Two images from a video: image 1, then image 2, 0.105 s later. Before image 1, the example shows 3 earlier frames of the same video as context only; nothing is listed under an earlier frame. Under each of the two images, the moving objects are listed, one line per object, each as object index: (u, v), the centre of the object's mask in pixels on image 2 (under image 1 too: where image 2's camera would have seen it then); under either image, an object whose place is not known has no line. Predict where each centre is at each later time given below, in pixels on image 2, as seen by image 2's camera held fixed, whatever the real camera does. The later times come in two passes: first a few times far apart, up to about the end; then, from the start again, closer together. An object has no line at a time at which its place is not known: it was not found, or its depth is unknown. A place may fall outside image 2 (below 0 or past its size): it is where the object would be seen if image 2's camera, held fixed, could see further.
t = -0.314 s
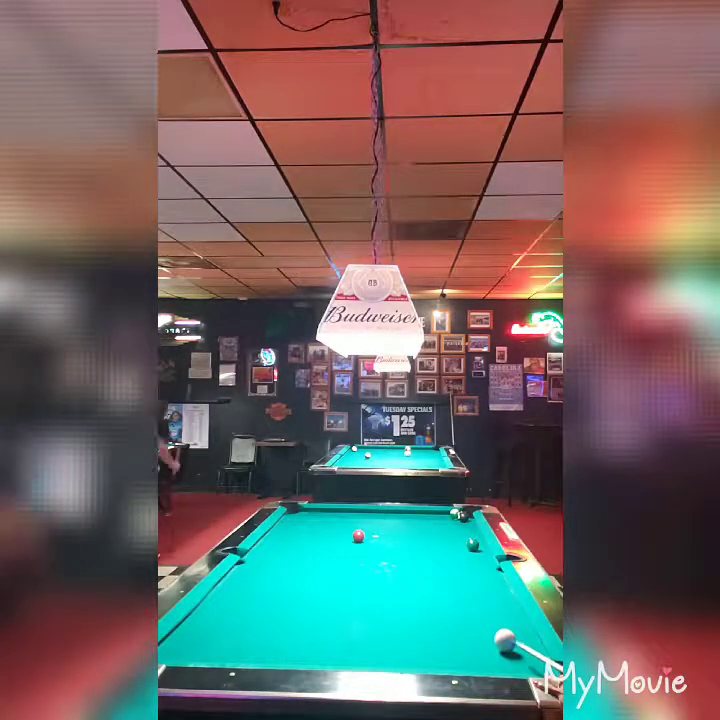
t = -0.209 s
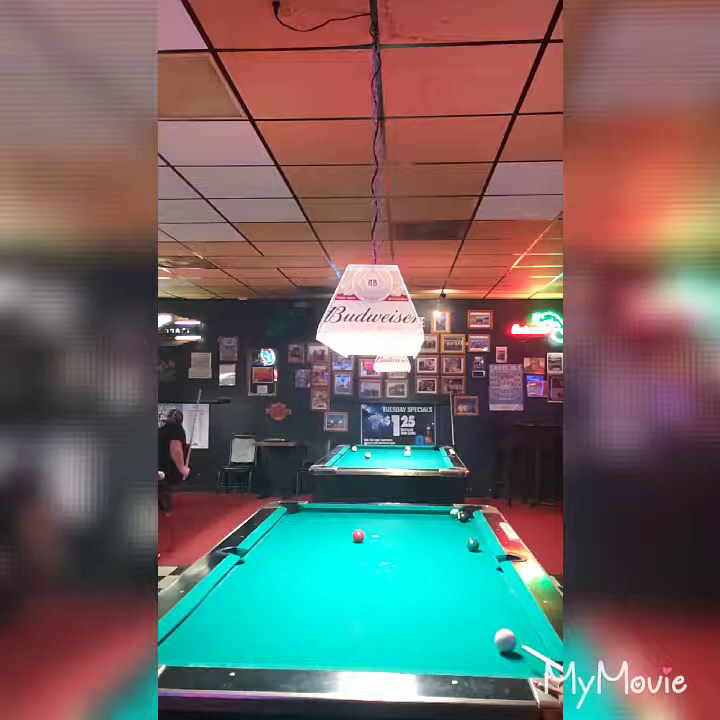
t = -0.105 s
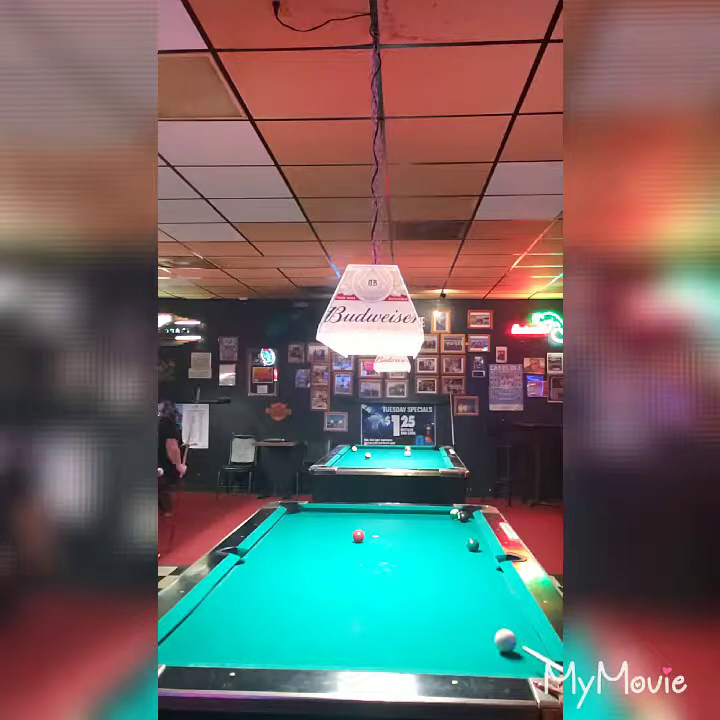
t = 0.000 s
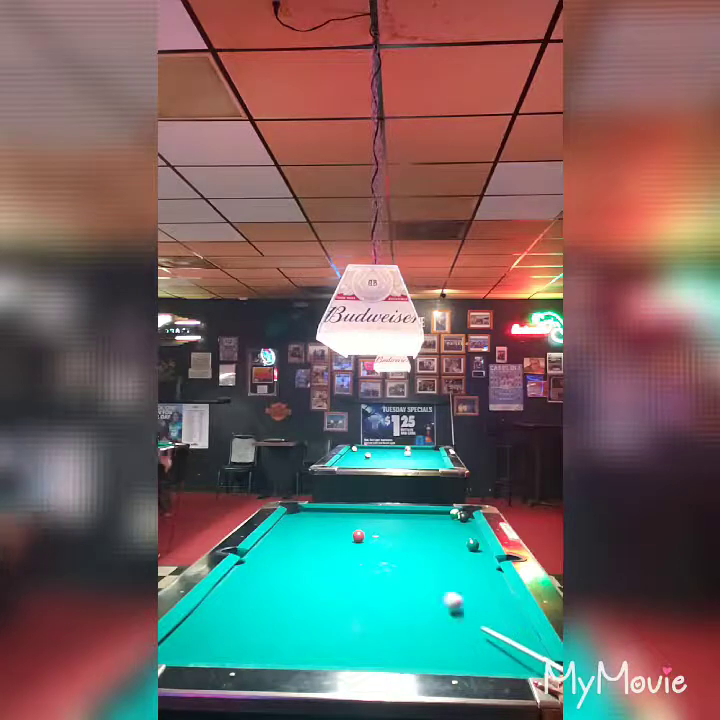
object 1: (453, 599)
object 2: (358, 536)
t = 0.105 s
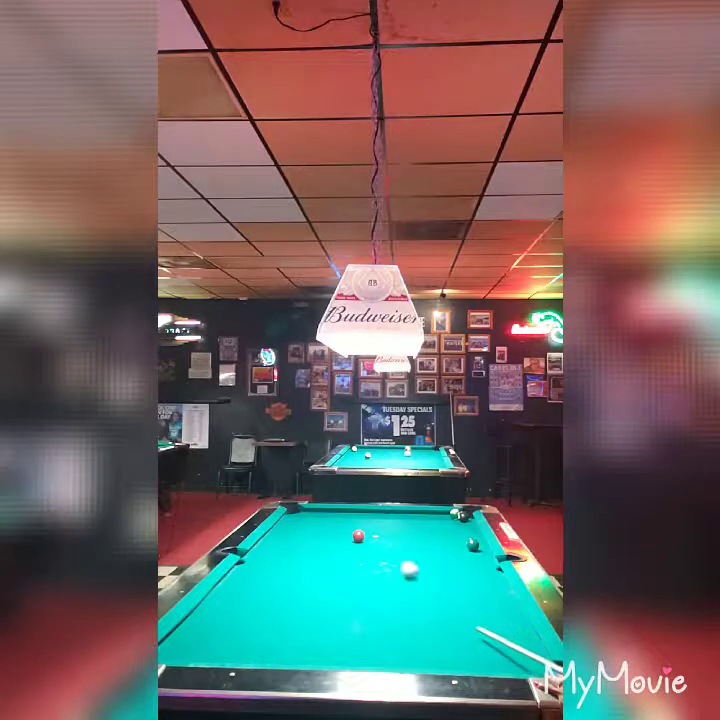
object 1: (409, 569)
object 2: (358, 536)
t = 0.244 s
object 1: (368, 539)
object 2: (357, 535)
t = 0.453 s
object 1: (378, 528)
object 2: (313, 520)
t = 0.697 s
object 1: (386, 517)
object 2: (301, 509)
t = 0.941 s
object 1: (390, 511)
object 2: (300, 512)
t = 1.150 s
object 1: (391, 511)
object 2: (300, 513)
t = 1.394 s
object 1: (390, 512)
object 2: (300, 513)
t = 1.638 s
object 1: (390, 513)
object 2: (301, 514)
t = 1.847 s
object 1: (390, 513)
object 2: (301, 514)
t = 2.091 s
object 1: (390, 513)
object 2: (301, 514)
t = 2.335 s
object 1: (390, 513)
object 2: (301, 514)
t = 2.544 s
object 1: (390, 513)
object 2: (301, 514)
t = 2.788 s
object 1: (390, 513)
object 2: (301, 514)
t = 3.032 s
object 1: (390, 513)
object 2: (301, 514)
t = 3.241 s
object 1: (390, 513)
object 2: (301, 514)
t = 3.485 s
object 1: (390, 513)
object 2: (301, 514)
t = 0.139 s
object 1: (398, 560)
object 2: (358, 536)
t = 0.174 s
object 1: (387, 553)
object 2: (358, 536)
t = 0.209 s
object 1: (377, 546)
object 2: (358, 536)
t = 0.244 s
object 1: (368, 539)
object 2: (357, 535)
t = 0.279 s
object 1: (369, 537)
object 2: (351, 533)
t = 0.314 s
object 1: (371, 535)
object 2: (341, 530)
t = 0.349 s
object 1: (373, 533)
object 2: (333, 527)
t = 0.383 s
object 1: (375, 531)
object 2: (326, 524)
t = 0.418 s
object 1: (376, 529)
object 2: (319, 522)
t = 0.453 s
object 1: (378, 528)
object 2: (313, 520)
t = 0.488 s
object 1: (379, 526)
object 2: (307, 517)
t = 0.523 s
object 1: (380, 525)
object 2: (301, 515)
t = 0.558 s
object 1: (381, 523)
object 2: (296, 514)
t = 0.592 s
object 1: (383, 522)
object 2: (291, 512)
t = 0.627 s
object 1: (384, 520)
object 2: (293, 509)
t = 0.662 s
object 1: (385, 518)
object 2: (301, 508)
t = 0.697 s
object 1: (386, 517)
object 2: (301, 509)
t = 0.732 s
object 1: (387, 516)
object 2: (301, 510)
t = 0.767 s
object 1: (388, 515)
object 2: (300, 510)
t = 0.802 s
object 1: (388, 515)
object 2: (300, 511)
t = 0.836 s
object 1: (389, 513)
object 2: (300, 512)
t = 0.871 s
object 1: (390, 512)
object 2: (300, 511)
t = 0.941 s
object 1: (390, 511)
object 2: (300, 512)
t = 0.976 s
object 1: (390, 511)
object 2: (300, 513)
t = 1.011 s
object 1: (390, 511)
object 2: (300, 513)
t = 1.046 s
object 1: (390, 511)
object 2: (300, 513)
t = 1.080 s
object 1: (391, 511)
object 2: (300, 513)
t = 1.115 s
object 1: (391, 511)
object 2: (300, 513)
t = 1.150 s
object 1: (391, 511)
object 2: (300, 513)
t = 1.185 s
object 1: (391, 512)
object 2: (300, 513)
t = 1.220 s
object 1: (390, 512)
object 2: (300, 513)
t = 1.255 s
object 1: (390, 512)
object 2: (300, 513)
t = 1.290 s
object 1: (390, 512)
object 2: (300, 513)
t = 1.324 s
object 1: (390, 512)
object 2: (300, 513)
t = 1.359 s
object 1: (390, 512)
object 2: (300, 513)
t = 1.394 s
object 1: (390, 512)
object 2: (300, 513)
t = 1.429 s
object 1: (390, 512)
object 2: (300, 513)
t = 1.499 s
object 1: (390, 513)
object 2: (301, 514)
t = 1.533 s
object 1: (390, 513)
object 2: (301, 514)
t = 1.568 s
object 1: (390, 513)
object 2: (301, 514)
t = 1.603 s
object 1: (390, 513)
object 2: (301, 514)
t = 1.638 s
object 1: (390, 513)
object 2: (301, 514)
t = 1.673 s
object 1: (390, 513)
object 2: (301, 514)
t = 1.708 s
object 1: (390, 513)
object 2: (301, 514)
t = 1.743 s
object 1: (390, 513)
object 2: (301, 514)
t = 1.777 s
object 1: (390, 513)
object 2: (301, 514)
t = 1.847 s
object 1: (390, 513)
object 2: (301, 514)
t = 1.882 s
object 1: (390, 513)
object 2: (301, 514)
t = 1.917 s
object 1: (390, 513)
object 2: (301, 514)
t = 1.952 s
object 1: (390, 513)
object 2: (301, 514)
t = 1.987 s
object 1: (390, 513)
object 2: (301, 514)
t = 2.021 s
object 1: (390, 513)
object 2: (301, 514)
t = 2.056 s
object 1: (390, 513)
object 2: (301, 514)
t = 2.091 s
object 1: (390, 513)
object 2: (301, 514)
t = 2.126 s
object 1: (390, 513)
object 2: (301, 514)
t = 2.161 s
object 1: (390, 513)
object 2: (301, 514)
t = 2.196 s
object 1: (390, 513)
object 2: (301, 514)
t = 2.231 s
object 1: (390, 513)
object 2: (301, 514)
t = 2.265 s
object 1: (390, 513)
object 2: (301, 514)
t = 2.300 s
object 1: (390, 513)
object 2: (301, 514)
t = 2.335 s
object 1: (390, 513)
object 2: (301, 514)
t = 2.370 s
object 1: (390, 513)
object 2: (301, 514)
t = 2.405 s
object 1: (390, 513)
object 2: (301, 514)
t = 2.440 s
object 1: (390, 513)
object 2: (301, 514)
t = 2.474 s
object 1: (390, 513)
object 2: (301, 514)
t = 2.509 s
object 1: (390, 513)
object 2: (301, 514)
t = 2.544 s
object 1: (390, 513)
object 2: (301, 514)
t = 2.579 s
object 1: (390, 513)
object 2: (301, 514)
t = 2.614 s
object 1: (390, 513)
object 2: (301, 514)
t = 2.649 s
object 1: (390, 513)
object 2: (301, 514)
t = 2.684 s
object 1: (390, 513)
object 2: (301, 514)
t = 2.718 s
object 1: (390, 513)
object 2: (301, 514)
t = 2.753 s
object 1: (390, 513)
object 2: (301, 514)
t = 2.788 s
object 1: (390, 513)
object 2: (301, 514)
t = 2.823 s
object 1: (390, 513)
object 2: (301, 514)
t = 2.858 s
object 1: (390, 513)
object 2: (301, 514)
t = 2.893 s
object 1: (390, 513)
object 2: (301, 514)
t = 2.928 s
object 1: (390, 513)
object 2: (301, 514)
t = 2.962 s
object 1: (390, 513)
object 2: (301, 514)
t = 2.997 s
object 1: (390, 513)
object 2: (301, 514)
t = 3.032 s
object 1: (390, 513)
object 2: (301, 514)
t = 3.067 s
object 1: (390, 513)
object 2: (301, 514)
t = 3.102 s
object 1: (390, 513)
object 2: (301, 514)
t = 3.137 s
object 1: (390, 513)
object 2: (301, 514)
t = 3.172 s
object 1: (390, 513)
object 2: (301, 514)
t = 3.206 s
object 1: (390, 513)
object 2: (301, 514)
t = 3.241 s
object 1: (390, 513)
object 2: (301, 514)
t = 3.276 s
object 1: (390, 513)
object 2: (301, 514)
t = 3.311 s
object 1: (390, 513)
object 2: (301, 514)
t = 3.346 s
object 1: (390, 513)
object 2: (301, 514)
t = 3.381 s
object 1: (390, 513)
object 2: (301, 514)
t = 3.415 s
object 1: (390, 513)
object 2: (301, 514)
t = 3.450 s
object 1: (390, 513)
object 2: (301, 514)
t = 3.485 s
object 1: (390, 513)
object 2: (301, 514)
